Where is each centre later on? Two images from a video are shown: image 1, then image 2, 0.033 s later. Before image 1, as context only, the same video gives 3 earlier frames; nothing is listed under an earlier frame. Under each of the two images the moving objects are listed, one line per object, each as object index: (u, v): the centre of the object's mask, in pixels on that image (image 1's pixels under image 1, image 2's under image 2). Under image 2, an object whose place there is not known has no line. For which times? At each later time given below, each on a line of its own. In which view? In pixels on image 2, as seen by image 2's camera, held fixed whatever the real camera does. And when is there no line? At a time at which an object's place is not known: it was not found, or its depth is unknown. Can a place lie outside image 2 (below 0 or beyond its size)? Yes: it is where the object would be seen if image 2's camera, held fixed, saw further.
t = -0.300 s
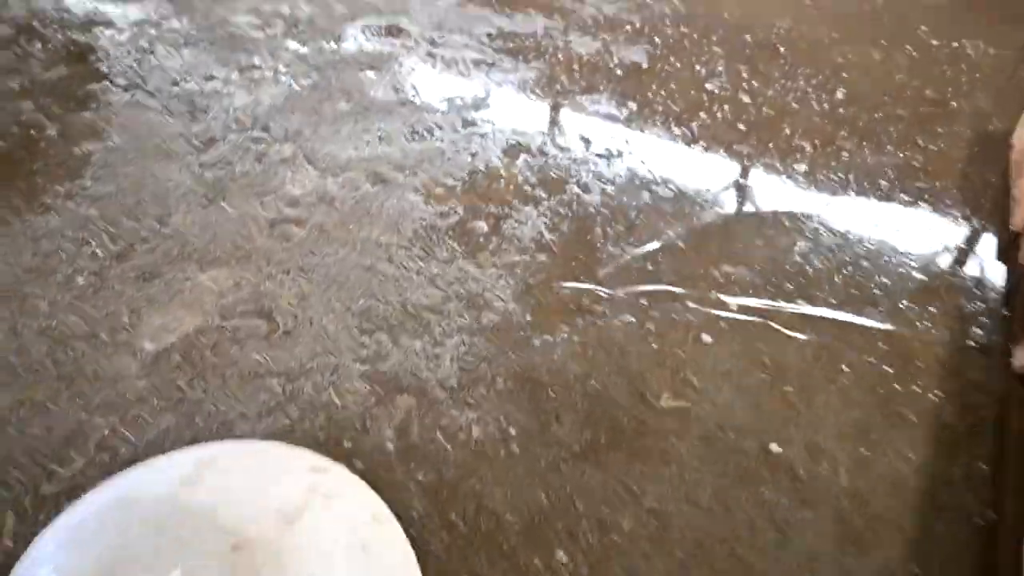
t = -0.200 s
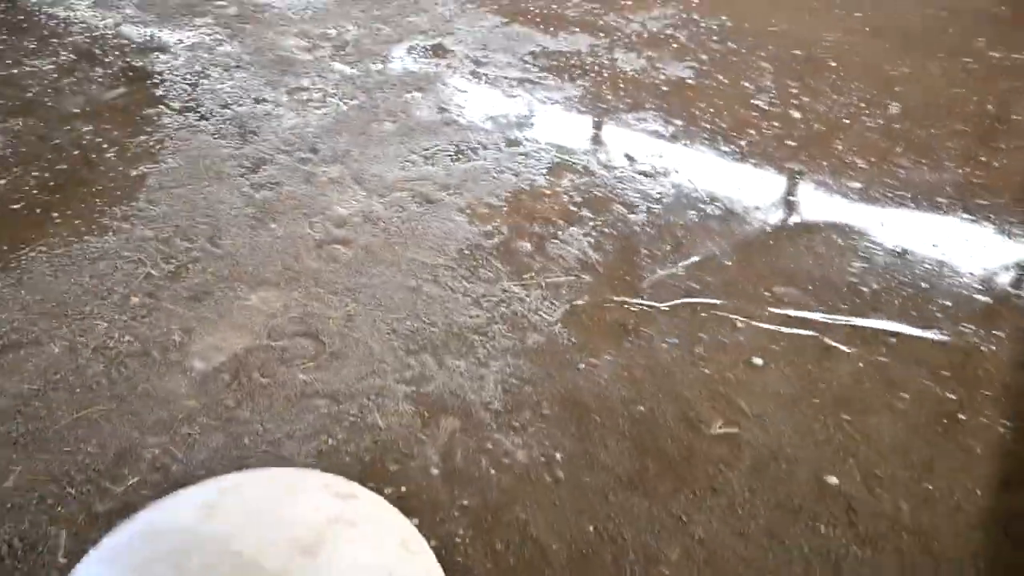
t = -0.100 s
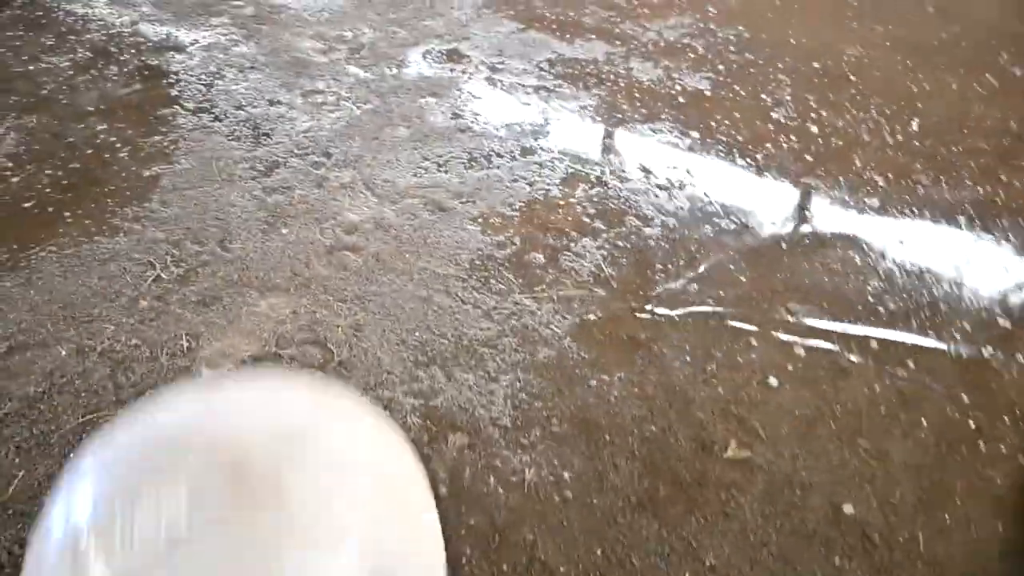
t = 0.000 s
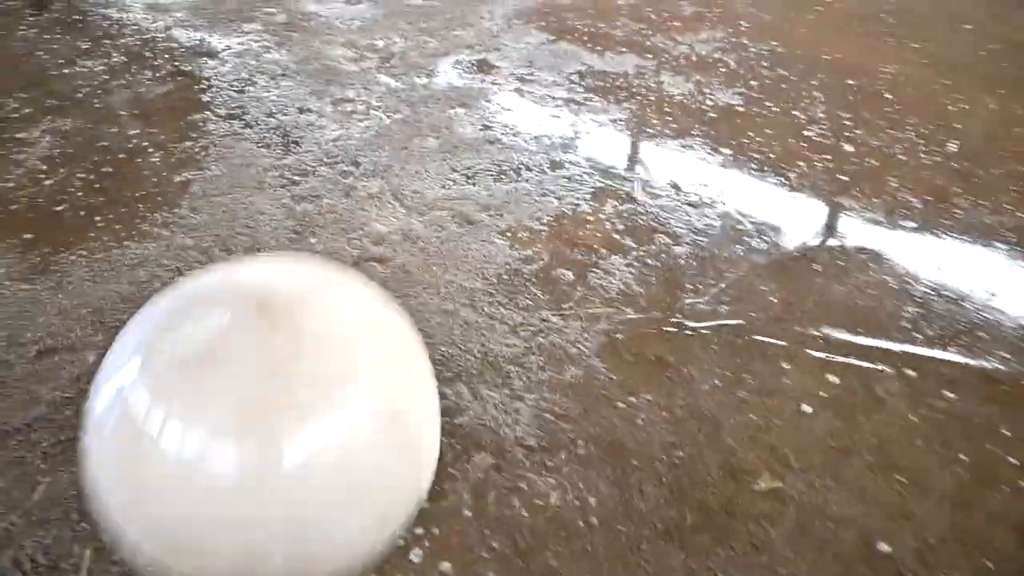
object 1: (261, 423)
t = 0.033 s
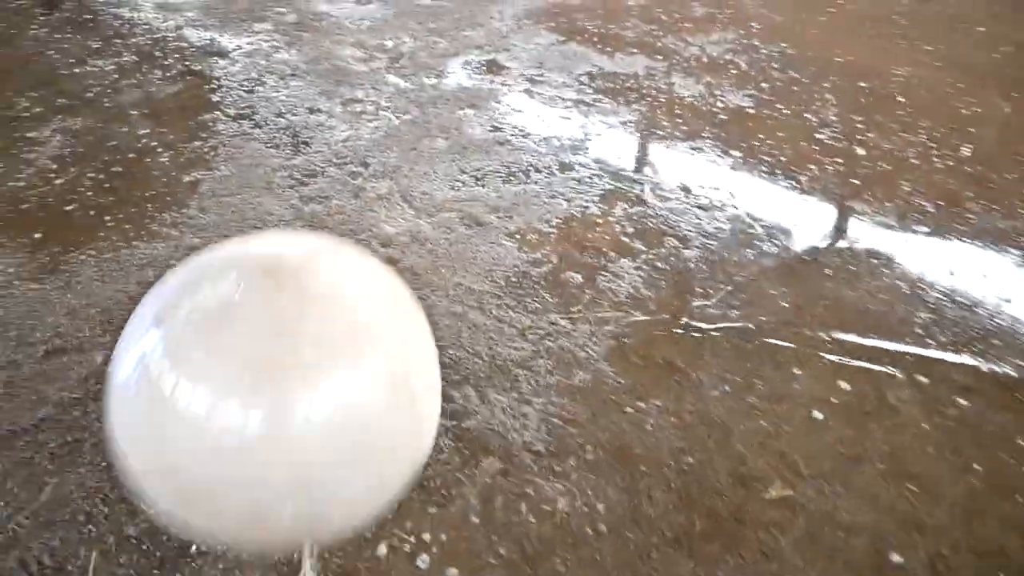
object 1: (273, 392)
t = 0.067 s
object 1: (278, 361)
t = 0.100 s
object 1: (283, 337)
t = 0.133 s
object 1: (287, 319)
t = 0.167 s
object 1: (289, 297)
